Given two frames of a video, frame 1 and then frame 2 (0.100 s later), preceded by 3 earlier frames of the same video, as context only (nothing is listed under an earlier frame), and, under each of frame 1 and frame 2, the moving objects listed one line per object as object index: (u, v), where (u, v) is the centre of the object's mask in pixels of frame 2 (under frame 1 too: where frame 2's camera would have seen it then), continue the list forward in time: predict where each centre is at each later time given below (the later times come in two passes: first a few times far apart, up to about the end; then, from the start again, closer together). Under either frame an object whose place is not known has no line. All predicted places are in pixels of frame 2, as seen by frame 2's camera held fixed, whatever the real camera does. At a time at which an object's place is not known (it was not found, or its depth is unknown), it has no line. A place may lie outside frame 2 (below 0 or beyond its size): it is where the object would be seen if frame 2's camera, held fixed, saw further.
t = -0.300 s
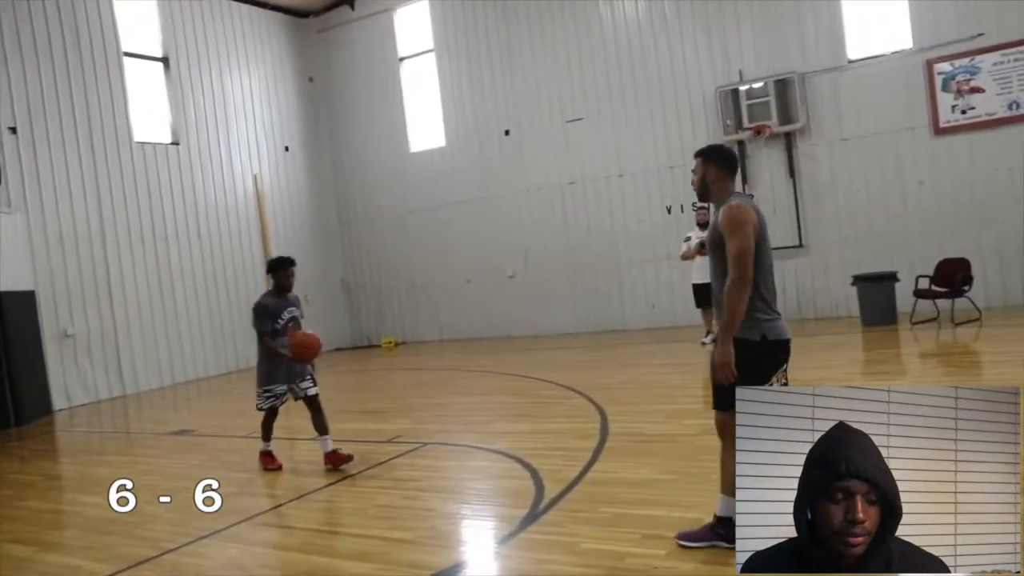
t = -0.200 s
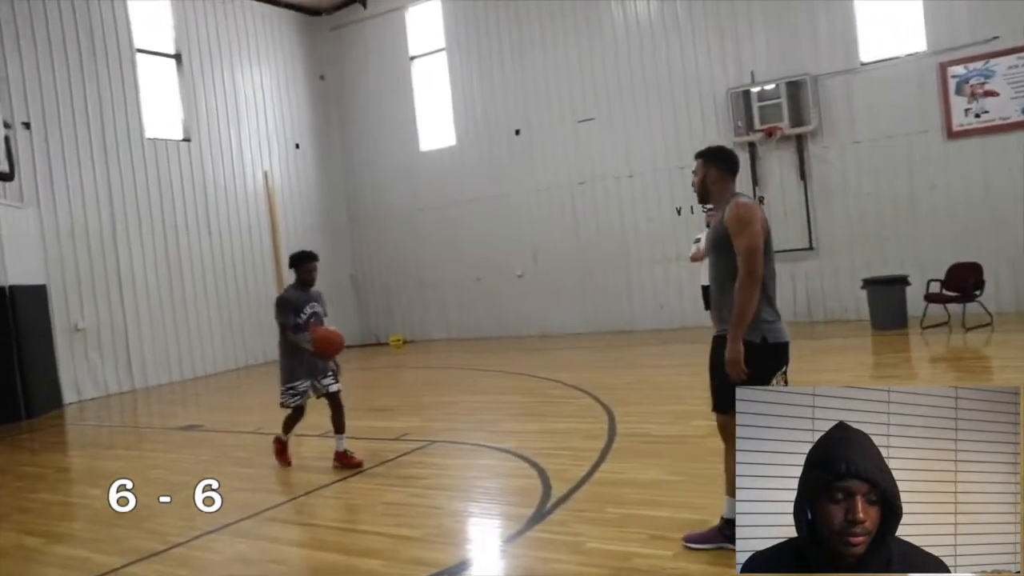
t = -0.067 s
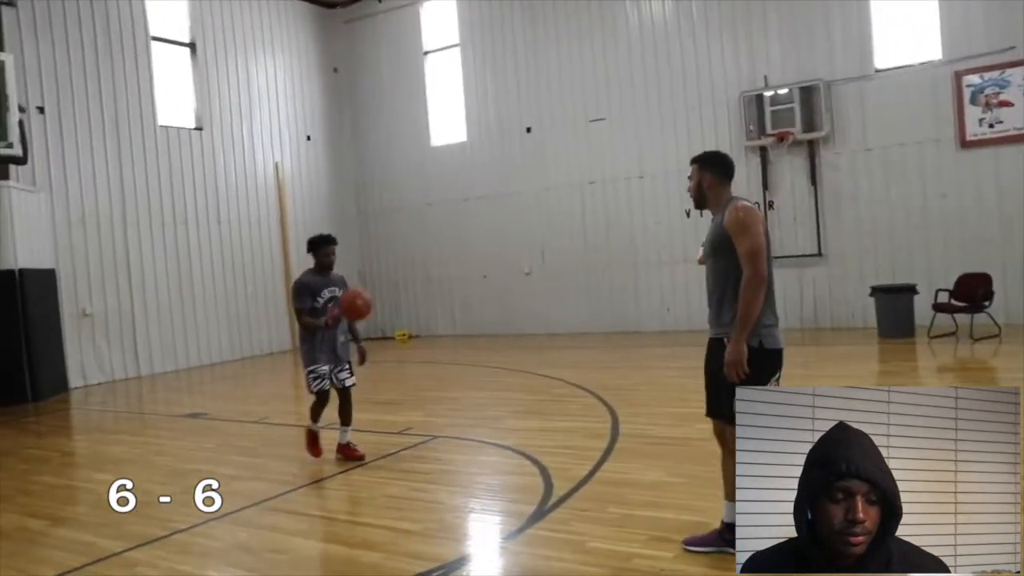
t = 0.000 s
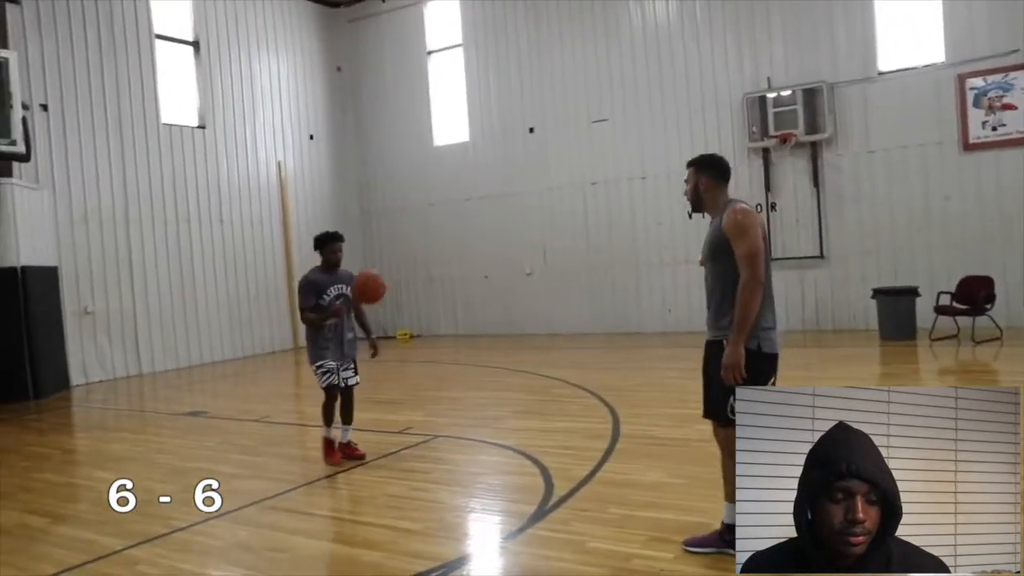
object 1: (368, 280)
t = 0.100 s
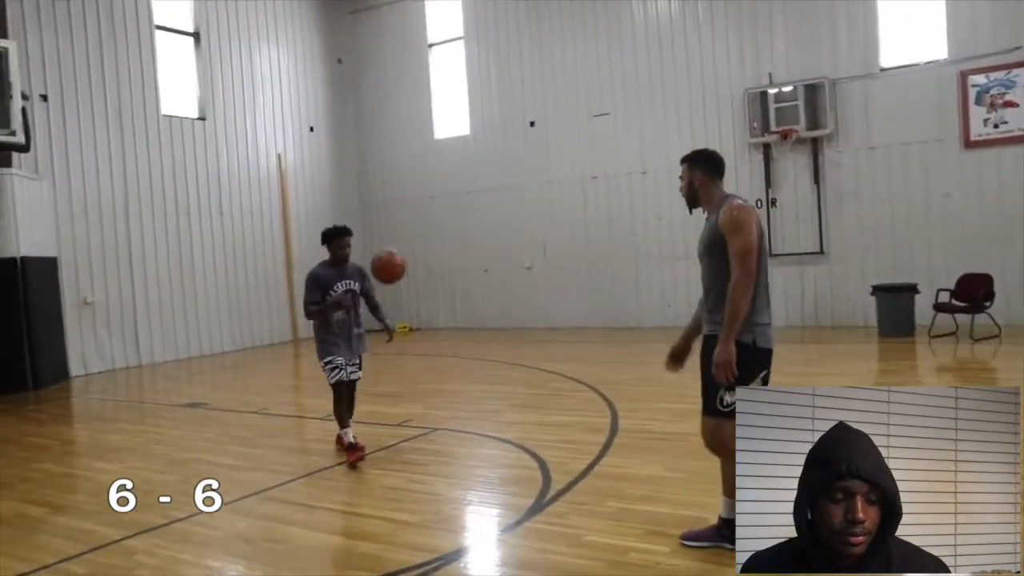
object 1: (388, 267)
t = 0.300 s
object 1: (433, 284)
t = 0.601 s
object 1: (517, 434)
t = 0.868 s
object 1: (579, 378)
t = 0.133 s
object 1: (394, 265)
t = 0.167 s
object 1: (402, 265)
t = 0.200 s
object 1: (409, 268)
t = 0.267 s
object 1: (425, 277)
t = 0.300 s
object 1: (433, 284)
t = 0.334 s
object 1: (441, 293)
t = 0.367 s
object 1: (450, 304)
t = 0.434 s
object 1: (468, 331)
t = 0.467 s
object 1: (477, 348)
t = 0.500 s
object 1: (488, 367)
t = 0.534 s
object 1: (497, 387)
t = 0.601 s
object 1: (517, 434)
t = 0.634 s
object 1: (529, 461)
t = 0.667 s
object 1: (538, 474)
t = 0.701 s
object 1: (544, 454)
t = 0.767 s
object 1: (557, 420)
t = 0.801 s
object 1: (564, 404)
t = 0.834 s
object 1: (572, 390)
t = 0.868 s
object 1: (579, 378)
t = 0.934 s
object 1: (594, 359)
